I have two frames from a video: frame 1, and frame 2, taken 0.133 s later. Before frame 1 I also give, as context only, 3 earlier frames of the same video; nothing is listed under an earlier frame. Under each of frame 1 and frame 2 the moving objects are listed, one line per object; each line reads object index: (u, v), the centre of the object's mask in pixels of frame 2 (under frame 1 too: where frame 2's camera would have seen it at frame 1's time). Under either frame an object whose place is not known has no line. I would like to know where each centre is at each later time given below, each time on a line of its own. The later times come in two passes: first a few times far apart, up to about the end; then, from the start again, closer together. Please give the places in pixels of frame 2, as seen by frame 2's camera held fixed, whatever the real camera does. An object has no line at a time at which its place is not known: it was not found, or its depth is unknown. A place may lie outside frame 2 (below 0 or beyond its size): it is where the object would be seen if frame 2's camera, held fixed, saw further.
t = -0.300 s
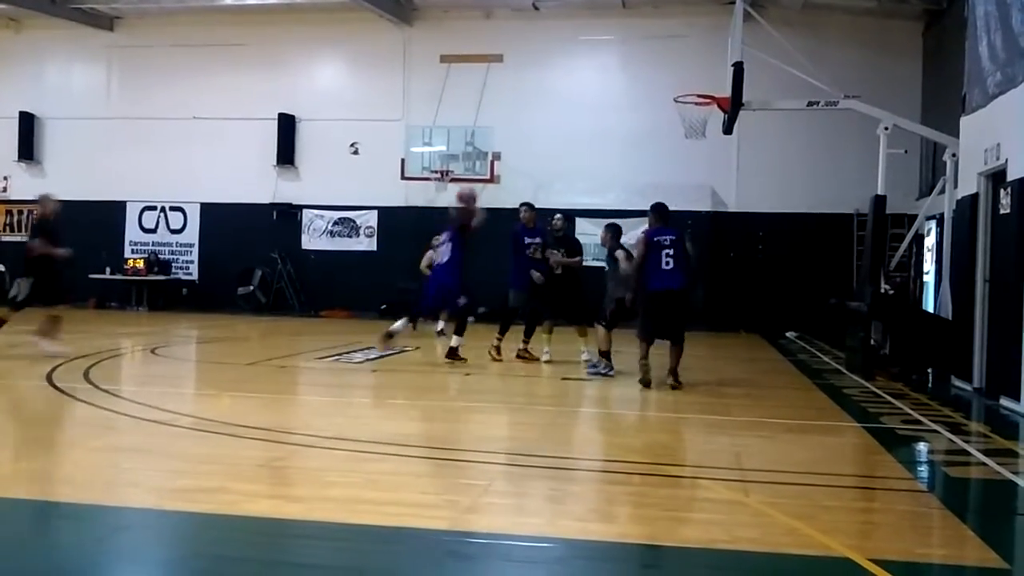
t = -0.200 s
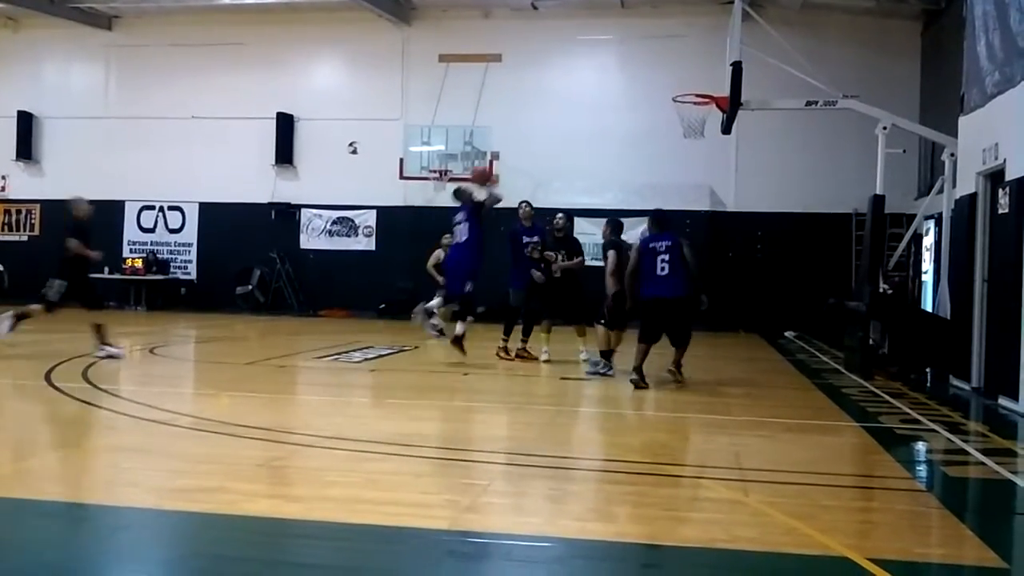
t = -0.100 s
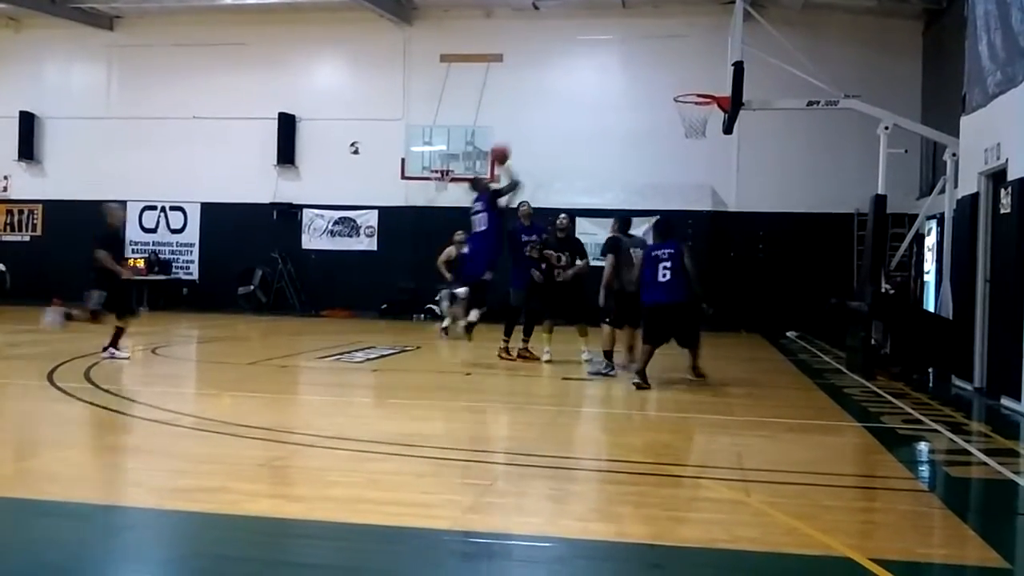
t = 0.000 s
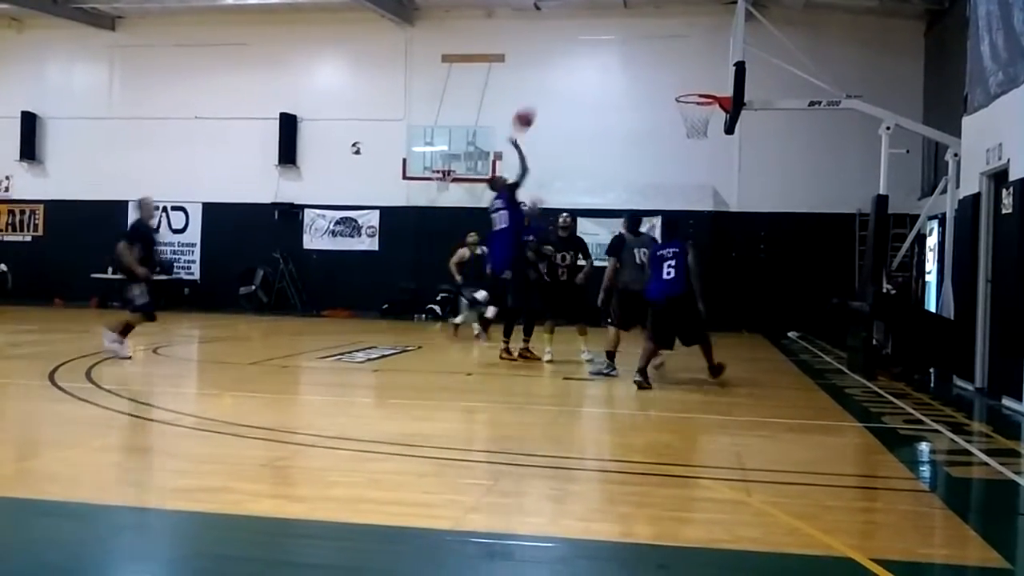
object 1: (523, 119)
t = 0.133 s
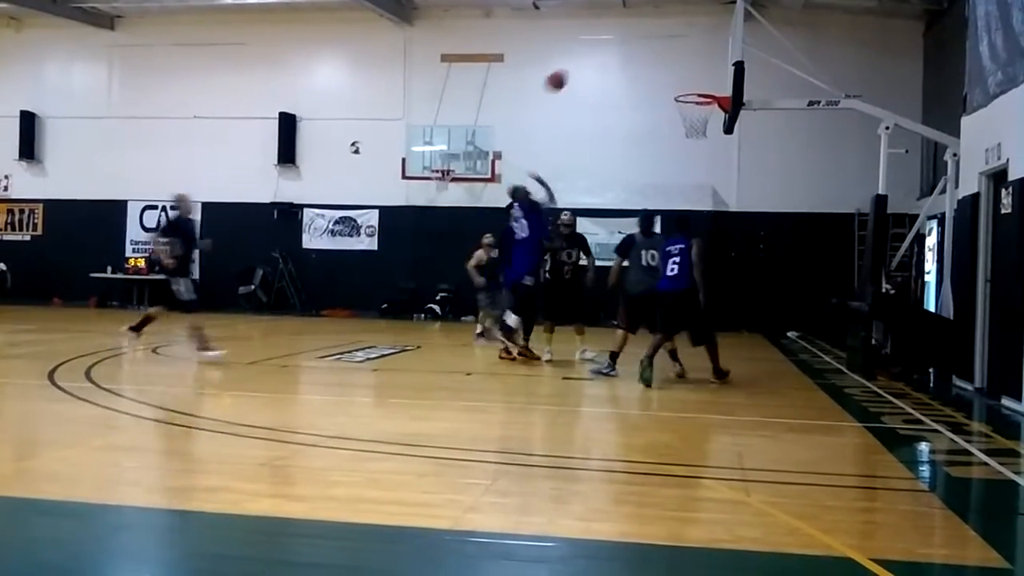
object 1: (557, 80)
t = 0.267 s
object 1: (588, 59)
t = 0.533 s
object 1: (652, 61)
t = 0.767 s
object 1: (705, 115)
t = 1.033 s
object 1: (717, 141)
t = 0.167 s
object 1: (565, 73)
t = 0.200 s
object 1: (573, 67)
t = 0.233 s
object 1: (581, 62)
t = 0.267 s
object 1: (588, 59)
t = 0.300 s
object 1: (597, 56)
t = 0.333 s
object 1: (605, 53)
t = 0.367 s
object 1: (613, 52)
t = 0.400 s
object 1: (621, 52)
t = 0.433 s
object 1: (629, 53)
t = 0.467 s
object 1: (636, 55)
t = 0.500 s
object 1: (644, 58)
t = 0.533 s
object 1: (652, 61)
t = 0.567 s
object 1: (660, 66)
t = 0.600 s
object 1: (667, 72)
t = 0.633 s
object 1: (675, 78)
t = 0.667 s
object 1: (682, 85)
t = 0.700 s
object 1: (688, 94)
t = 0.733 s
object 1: (697, 104)
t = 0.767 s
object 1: (705, 115)
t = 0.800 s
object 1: (709, 120)
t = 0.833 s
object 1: (712, 121)
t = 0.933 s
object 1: (715, 125)
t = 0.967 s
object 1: (716, 129)
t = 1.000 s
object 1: (716, 134)
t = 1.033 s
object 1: (717, 141)
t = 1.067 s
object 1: (717, 146)
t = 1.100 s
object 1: (718, 153)
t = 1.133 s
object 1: (718, 162)
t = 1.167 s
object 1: (718, 171)
